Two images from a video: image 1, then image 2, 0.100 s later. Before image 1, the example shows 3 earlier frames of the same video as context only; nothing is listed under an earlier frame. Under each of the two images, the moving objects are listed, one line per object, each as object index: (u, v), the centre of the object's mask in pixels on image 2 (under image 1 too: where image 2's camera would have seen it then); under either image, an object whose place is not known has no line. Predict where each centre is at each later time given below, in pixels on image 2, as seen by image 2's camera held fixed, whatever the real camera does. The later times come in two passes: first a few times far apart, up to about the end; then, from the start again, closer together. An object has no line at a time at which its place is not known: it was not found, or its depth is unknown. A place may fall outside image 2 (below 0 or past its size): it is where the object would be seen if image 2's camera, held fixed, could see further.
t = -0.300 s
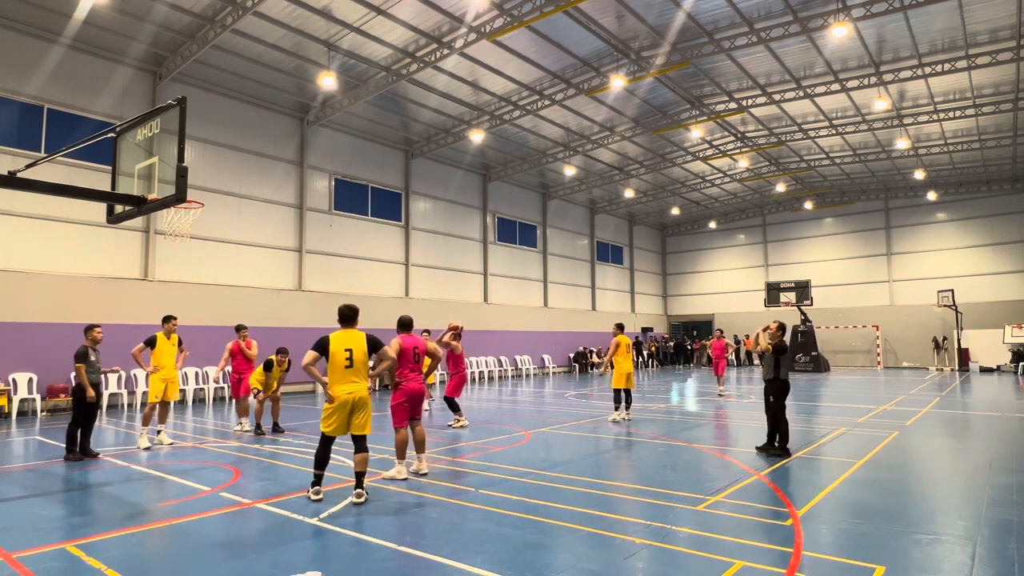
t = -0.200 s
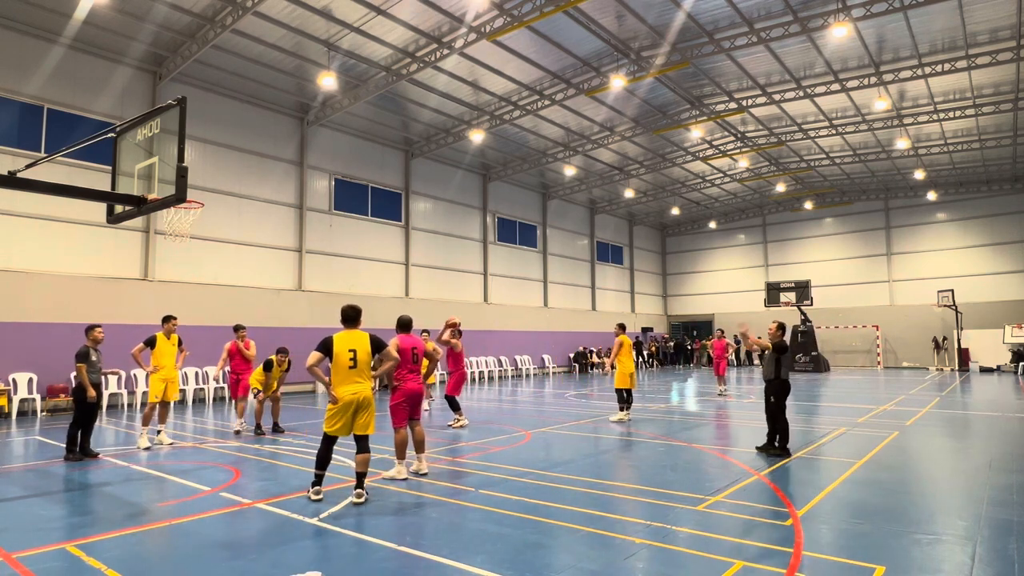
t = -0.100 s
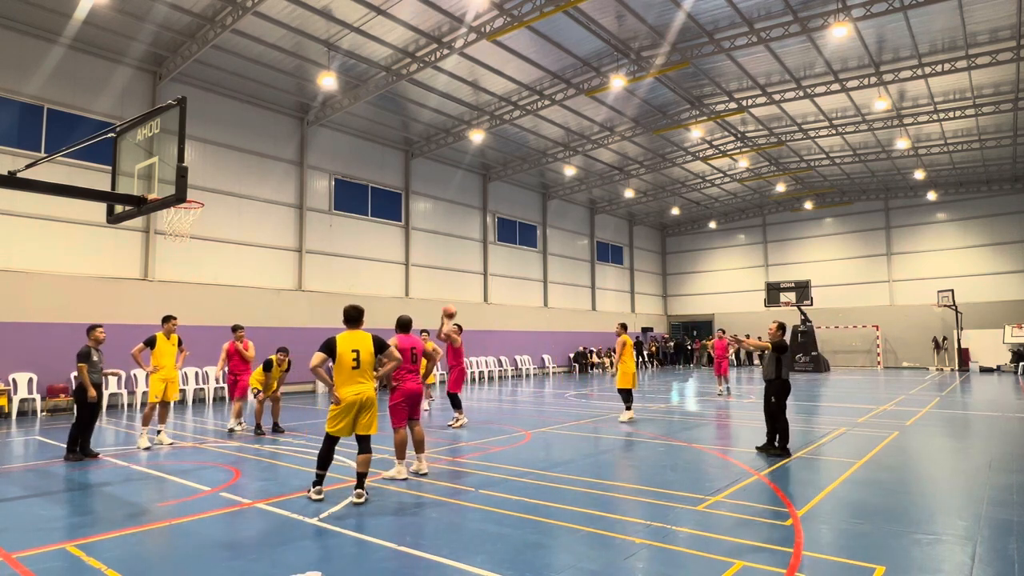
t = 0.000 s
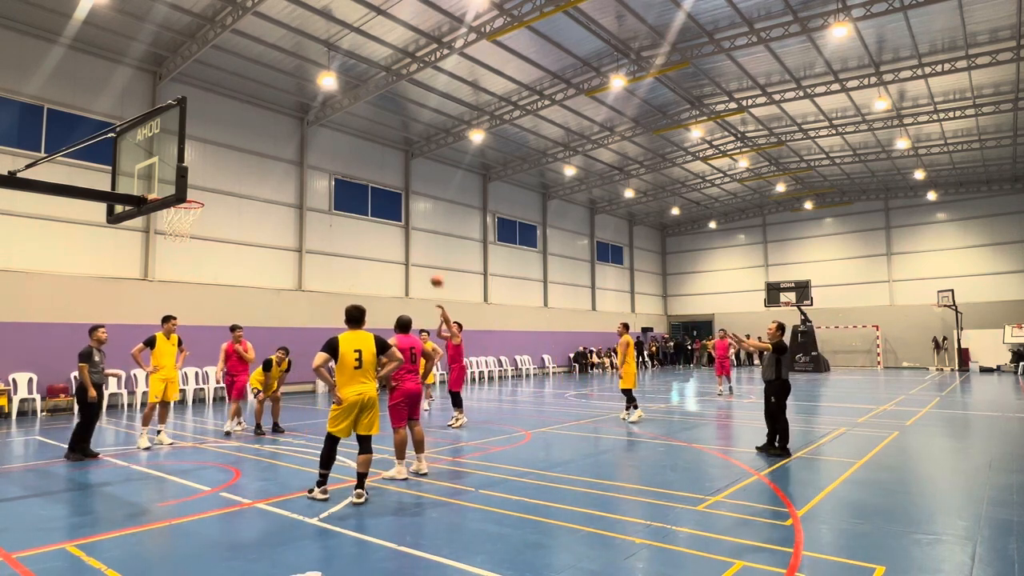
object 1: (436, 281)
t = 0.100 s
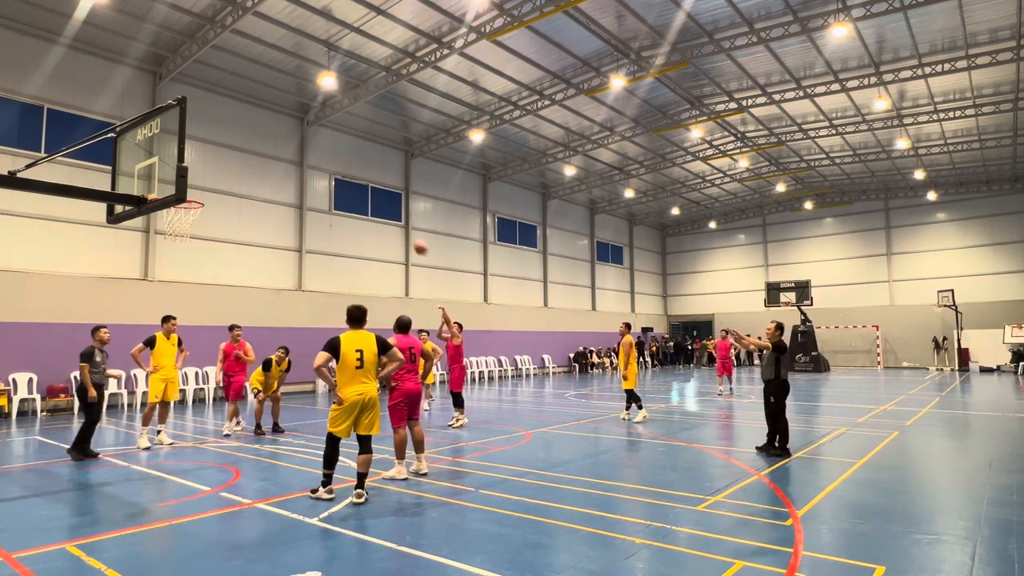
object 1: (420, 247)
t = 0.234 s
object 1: (398, 209)
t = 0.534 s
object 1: (341, 157)
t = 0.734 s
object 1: (297, 151)
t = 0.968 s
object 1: (236, 181)
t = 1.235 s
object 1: (274, 246)
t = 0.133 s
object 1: (415, 237)
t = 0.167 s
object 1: (409, 227)
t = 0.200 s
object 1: (403, 217)
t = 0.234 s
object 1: (398, 209)
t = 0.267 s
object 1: (392, 201)
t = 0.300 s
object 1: (386, 193)
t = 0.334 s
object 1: (379, 186)
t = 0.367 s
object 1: (374, 180)
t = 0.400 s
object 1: (367, 174)
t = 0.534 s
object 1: (341, 157)
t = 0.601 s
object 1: (327, 153)
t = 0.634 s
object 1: (320, 151)
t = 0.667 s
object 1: (312, 150)
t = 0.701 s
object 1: (304, 150)
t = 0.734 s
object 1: (297, 151)
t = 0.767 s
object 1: (288, 152)
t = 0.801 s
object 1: (280, 156)
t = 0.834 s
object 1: (272, 159)
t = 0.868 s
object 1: (264, 163)
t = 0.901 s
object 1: (254, 168)
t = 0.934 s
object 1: (245, 174)
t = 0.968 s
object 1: (236, 181)
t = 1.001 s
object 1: (226, 189)
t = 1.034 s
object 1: (216, 198)
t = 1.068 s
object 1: (214, 207)
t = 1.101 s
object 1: (227, 214)
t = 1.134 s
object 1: (238, 220)
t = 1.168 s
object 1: (251, 229)
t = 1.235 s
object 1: (274, 246)
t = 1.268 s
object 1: (284, 255)
